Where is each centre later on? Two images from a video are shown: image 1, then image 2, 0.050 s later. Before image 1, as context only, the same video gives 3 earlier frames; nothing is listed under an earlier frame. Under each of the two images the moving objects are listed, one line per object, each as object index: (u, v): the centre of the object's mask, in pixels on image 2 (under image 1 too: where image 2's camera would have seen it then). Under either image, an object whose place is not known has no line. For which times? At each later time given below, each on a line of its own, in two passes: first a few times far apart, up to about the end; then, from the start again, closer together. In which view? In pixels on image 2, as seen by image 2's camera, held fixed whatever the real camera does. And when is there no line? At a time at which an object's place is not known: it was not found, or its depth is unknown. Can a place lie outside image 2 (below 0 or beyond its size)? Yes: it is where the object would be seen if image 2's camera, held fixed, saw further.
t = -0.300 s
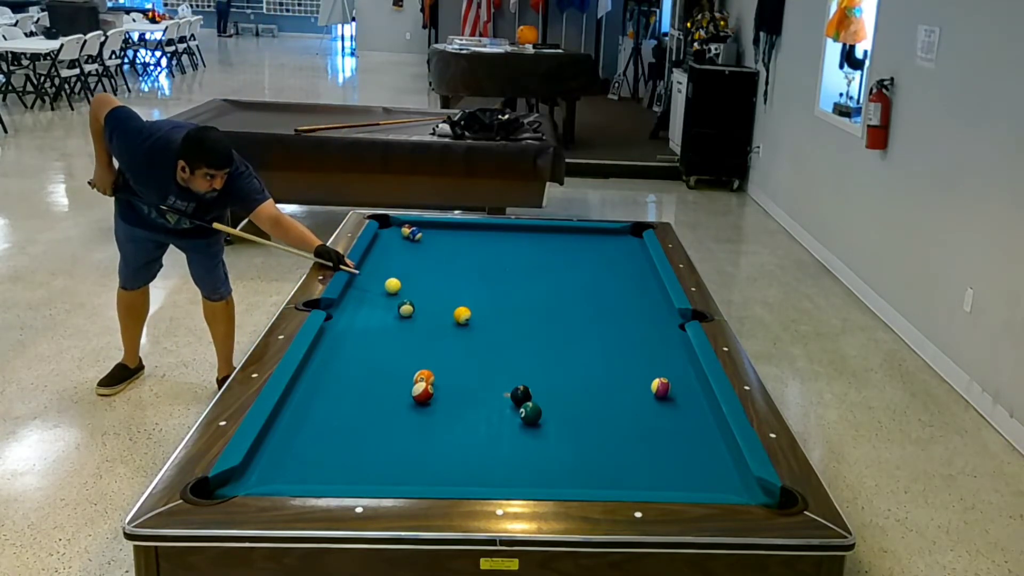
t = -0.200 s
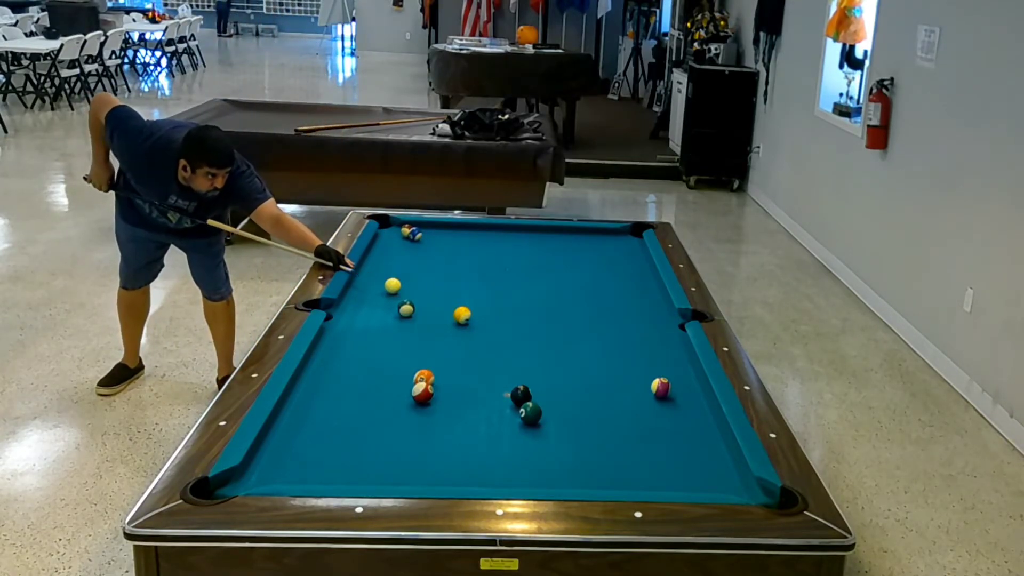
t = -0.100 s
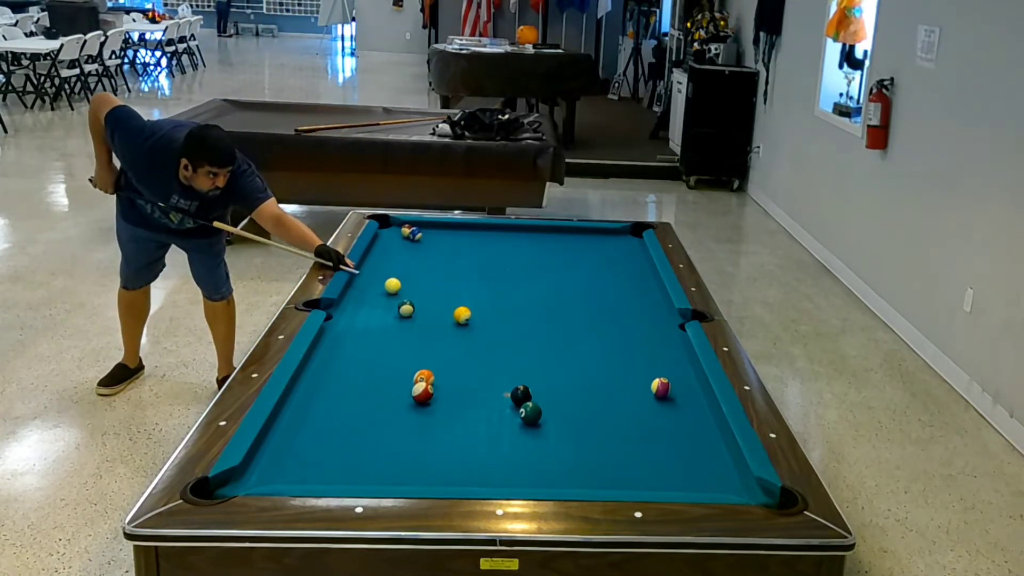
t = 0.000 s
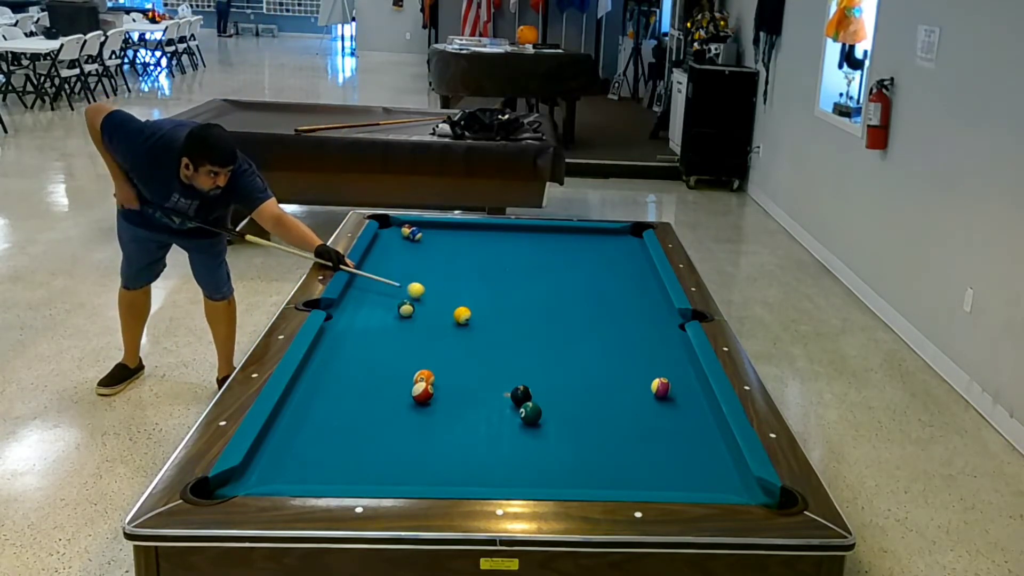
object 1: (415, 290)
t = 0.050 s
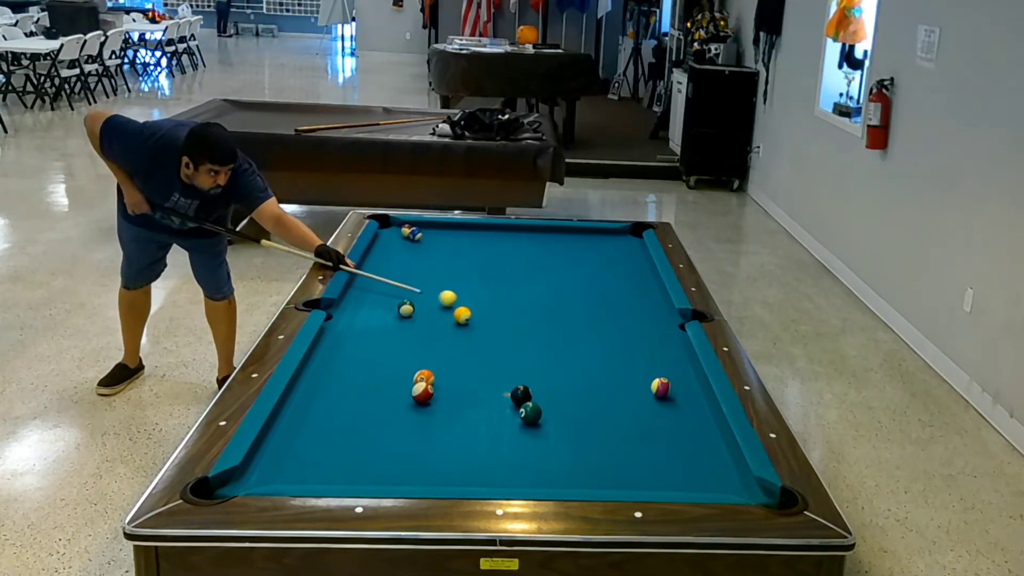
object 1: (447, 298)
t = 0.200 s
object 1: (543, 323)
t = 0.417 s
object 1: (687, 360)
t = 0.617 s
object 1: (617, 383)
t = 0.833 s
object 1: (551, 410)
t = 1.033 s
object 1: (547, 423)
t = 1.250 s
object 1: (538, 438)
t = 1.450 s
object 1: (529, 451)
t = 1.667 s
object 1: (519, 465)
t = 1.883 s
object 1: (511, 476)
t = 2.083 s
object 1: (501, 481)
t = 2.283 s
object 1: (486, 479)
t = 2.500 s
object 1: (473, 476)
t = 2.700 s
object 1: (463, 473)
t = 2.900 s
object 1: (455, 470)
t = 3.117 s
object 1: (447, 468)
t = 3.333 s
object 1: (442, 466)
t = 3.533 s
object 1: (439, 465)
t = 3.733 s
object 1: (437, 464)
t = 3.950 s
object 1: (437, 463)
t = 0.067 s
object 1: (458, 301)
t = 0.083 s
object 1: (469, 303)
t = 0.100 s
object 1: (479, 307)
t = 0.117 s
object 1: (489, 309)
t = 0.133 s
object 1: (499, 312)
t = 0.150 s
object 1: (510, 315)
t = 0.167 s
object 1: (521, 317)
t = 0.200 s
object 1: (543, 323)
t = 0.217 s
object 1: (554, 326)
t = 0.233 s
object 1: (565, 329)
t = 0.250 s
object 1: (576, 331)
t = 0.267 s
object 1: (588, 334)
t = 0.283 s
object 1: (600, 337)
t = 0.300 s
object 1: (611, 340)
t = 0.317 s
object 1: (623, 343)
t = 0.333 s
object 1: (635, 346)
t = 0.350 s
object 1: (648, 349)
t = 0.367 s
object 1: (660, 352)
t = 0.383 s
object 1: (673, 355)
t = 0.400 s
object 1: (685, 358)
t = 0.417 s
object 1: (687, 360)
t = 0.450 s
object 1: (674, 364)
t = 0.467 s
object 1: (668, 366)
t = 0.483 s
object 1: (661, 367)
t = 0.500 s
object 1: (655, 369)
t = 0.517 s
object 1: (649, 371)
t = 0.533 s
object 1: (643, 373)
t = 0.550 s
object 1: (638, 375)
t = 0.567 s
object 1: (633, 377)
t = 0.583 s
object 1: (627, 379)
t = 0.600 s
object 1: (622, 381)
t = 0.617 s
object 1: (617, 383)
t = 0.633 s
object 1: (611, 386)
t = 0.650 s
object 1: (606, 387)
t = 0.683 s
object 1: (595, 392)
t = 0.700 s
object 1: (589, 394)
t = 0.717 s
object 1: (584, 396)
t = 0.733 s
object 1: (578, 398)
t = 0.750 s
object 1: (572, 400)
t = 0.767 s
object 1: (566, 403)
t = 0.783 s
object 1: (561, 405)
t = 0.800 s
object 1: (555, 407)
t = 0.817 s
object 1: (551, 409)
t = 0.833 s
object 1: (551, 410)
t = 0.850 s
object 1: (552, 411)
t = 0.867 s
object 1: (552, 412)
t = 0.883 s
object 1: (552, 413)
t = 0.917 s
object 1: (552, 415)
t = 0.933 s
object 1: (552, 416)
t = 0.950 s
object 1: (551, 417)
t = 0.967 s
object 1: (550, 418)
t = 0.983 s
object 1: (549, 420)
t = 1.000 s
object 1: (549, 421)
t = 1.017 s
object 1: (548, 422)
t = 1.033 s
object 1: (547, 423)
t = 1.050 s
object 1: (546, 424)
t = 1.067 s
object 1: (546, 425)
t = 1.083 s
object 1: (545, 426)
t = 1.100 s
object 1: (544, 427)
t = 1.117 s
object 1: (544, 429)
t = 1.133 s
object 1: (543, 430)
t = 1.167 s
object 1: (541, 432)
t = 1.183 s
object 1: (541, 433)
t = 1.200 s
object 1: (540, 434)
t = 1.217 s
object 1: (539, 436)
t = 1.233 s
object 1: (538, 437)
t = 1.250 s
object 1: (538, 438)
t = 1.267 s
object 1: (537, 439)
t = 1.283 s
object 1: (536, 440)
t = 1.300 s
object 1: (535, 441)
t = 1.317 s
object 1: (534, 442)
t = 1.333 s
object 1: (534, 444)
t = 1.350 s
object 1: (533, 445)
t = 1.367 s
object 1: (533, 446)
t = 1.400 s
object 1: (531, 448)
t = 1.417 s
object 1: (530, 449)
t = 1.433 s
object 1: (530, 450)
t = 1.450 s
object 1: (529, 451)
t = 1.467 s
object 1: (528, 452)
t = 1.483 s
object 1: (528, 453)
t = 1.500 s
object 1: (527, 455)
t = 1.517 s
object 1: (526, 455)
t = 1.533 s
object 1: (525, 457)
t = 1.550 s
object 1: (525, 458)
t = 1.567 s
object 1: (524, 459)
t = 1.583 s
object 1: (523, 460)
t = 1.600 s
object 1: (522, 461)
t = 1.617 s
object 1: (522, 462)
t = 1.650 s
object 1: (520, 464)
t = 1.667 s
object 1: (519, 465)
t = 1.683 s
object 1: (519, 466)
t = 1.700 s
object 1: (518, 467)
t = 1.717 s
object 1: (517, 468)
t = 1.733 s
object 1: (517, 469)
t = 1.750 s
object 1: (516, 470)
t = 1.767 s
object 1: (515, 471)
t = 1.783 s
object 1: (514, 472)
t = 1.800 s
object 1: (514, 473)
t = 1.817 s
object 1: (513, 474)
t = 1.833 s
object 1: (513, 474)
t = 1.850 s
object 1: (512, 475)
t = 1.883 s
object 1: (511, 476)
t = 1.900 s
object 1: (510, 477)
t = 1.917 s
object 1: (509, 477)
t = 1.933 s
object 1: (508, 478)
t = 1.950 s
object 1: (508, 479)
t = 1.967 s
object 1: (507, 479)
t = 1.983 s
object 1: (506, 480)
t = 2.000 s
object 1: (506, 480)
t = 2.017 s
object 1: (505, 481)
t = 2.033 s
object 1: (504, 481)
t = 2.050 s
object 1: (504, 482)
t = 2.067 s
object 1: (502, 482)
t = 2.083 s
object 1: (501, 481)
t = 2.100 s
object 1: (500, 481)
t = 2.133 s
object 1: (497, 481)
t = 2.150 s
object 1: (496, 481)
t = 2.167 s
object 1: (494, 480)
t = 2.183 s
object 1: (493, 480)
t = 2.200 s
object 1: (492, 480)
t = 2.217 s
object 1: (491, 480)
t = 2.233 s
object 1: (490, 480)
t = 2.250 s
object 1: (488, 479)
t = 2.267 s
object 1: (487, 479)
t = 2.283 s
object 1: (486, 479)
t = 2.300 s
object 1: (485, 479)
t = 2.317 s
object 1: (484, 478)
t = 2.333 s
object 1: (483, 478)
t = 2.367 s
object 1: (481, 478)
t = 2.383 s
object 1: (480, 477)
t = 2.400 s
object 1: (479, 477)
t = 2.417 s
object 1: (478, 477)
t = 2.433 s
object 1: (477, 477)
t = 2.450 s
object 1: (476, 476)
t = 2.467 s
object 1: (475, 476)
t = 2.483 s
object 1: (474, 476)
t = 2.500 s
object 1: (473, 476)
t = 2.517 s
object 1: (472, 476)
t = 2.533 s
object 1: (471, 476)
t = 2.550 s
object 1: (470, 475)
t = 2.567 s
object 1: (469, 475)
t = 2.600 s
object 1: (467, 475)
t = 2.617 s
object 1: (467, 474)
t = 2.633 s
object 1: (466, 474)
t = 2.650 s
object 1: (465, 474)
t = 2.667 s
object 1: (464, 474)
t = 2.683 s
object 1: (464, 473)
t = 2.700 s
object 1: (463, 473)
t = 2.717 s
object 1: (462, 473)
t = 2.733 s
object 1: (461, 473)
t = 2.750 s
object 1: (461, 472)
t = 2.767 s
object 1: (460, 472)
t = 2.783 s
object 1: (459, 472)
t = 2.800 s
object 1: (459, 472)
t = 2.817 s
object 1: (458, 471)
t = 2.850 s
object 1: (457, 471)
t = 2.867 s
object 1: (456, 471)
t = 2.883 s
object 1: (455, 470)
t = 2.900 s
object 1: (455, 470)
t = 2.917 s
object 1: (454, 470)
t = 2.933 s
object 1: (453, 470)
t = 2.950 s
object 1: (453, 470)
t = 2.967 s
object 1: (452, 469)
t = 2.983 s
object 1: (452, 469)
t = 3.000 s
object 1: (451, 469)
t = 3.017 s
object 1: (450, 469)
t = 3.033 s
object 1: (450, 469)
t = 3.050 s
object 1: (449, 469)
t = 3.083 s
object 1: (448, 468)
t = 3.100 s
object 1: (448, 468)
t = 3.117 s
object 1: (447, 468)
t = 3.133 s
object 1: (447, 468)
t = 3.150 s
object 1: (446, 467)
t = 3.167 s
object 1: (446, 467)
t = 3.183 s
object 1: (445, 467)
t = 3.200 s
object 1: (445, 467)
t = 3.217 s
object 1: (444, 467)
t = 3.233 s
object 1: (444, 467)
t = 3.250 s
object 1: (444, 467)
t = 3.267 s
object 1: (443, 466)
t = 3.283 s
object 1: (443, 466)
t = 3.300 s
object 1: (443, 466)
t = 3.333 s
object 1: (442, 466)
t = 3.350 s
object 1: (441, 466)
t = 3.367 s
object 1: (441, 466)
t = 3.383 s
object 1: (441, 466)
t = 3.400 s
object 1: (441, 465)
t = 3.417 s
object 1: (440, 465)
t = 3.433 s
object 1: (440, 465)
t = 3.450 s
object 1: (440, 465)
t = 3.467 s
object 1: (439, 465)
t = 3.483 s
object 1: (439, 465)
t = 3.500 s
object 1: (439, 465)
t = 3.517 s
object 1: (439, 465)
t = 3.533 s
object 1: (439, 465)
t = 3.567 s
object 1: (438, 464)
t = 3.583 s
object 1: (438, 464)
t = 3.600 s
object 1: (438, 464)
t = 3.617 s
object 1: (438, 464)
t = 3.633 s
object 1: (438, 464)
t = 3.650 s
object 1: (438, 464)
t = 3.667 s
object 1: (438, 464)
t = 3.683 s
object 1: (437, 464)
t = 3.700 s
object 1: (437, 464)
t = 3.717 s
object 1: (437, 464)
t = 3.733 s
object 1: (437, 464)
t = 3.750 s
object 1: (437, 464)
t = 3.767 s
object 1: (437, 463)
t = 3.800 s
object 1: (437, 463)
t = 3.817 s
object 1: (437, 463)
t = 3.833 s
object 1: (437, 463)
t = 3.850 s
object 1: (437, 463)
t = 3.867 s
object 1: (437, 463)
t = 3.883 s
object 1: (437, 463)
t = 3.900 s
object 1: (437, 463)
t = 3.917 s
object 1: (437, 463)
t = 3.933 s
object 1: (437, 463)
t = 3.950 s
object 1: (437, 463)
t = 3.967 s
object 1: (437, 463)
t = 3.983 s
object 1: (437, 463)
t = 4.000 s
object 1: (437, 463)
